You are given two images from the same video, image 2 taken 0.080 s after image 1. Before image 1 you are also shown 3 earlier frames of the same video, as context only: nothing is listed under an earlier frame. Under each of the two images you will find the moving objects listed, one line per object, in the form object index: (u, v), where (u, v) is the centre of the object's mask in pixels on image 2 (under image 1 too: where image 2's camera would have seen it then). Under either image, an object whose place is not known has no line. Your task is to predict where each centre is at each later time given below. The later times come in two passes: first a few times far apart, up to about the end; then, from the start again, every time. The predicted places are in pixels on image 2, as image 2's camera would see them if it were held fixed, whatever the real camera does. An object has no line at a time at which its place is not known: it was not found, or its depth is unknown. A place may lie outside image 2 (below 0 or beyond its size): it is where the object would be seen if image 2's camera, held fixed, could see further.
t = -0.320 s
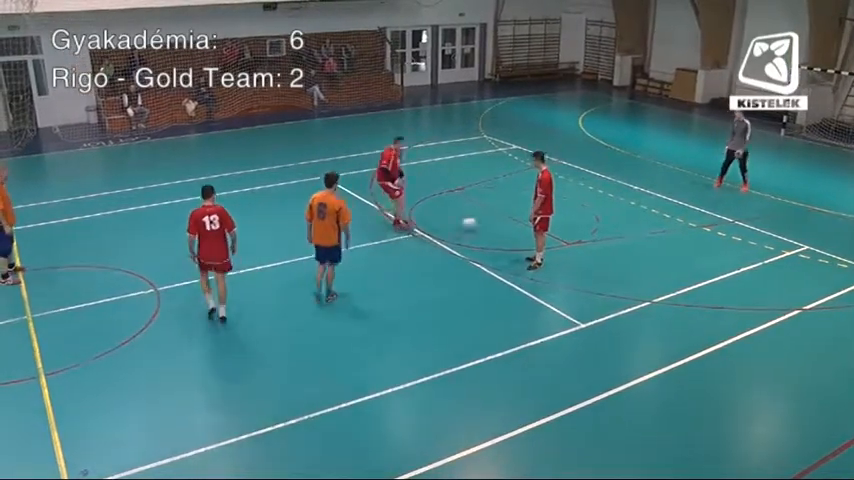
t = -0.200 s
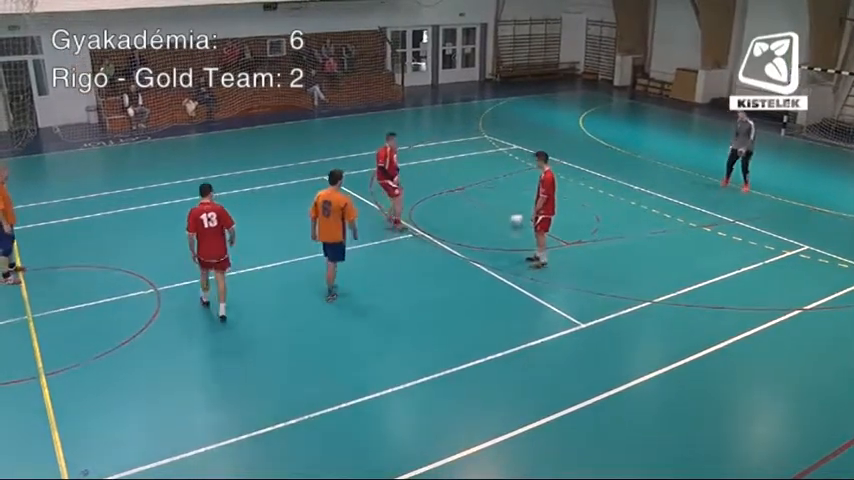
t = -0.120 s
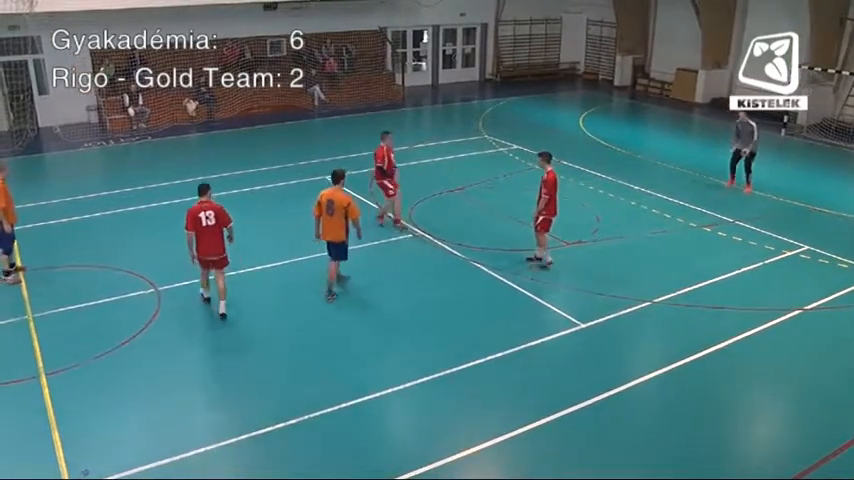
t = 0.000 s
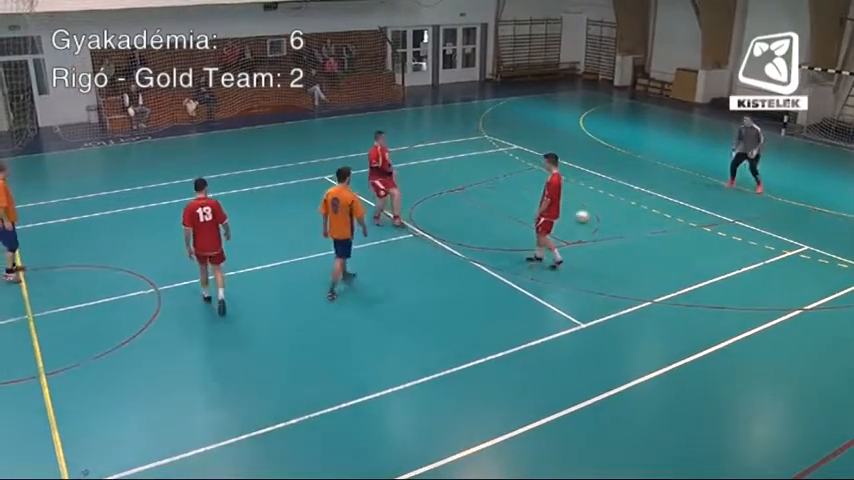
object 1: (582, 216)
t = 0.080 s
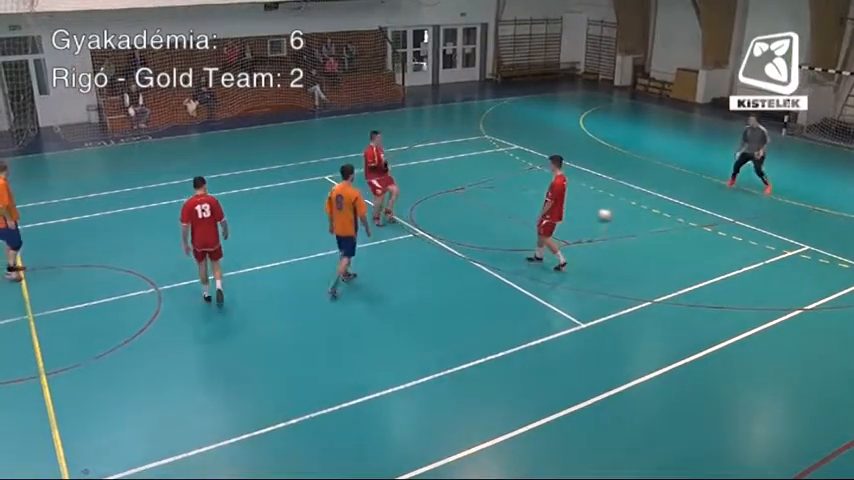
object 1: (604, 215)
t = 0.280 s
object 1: (652, 211)
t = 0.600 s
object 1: (721, 206)
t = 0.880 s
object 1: (775, 203)
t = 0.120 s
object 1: (614, 214)
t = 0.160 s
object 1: (624, 214)
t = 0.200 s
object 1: (634, 213)
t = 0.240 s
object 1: (644, 212)
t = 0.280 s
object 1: (652, 211)
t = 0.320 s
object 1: (661, 211)
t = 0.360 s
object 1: (670, 211)
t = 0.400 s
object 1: (679, 210)
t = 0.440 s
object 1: (688, 210)
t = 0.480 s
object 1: (696, 209)
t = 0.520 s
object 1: (704, 208)
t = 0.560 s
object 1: (712, 208)
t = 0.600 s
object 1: (721, 206)
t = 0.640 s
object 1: (729, 207)
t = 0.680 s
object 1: (737, 206)
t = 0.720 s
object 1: (744, 206)
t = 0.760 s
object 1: (753, 205)
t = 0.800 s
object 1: (761, 205)
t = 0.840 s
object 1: (768, 204)
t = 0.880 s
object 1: (775, 203)
